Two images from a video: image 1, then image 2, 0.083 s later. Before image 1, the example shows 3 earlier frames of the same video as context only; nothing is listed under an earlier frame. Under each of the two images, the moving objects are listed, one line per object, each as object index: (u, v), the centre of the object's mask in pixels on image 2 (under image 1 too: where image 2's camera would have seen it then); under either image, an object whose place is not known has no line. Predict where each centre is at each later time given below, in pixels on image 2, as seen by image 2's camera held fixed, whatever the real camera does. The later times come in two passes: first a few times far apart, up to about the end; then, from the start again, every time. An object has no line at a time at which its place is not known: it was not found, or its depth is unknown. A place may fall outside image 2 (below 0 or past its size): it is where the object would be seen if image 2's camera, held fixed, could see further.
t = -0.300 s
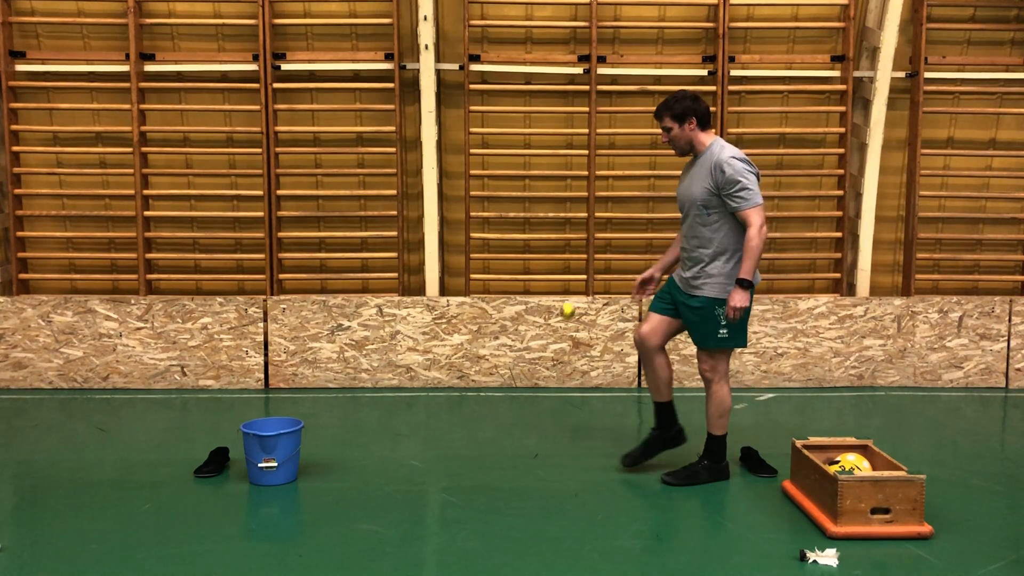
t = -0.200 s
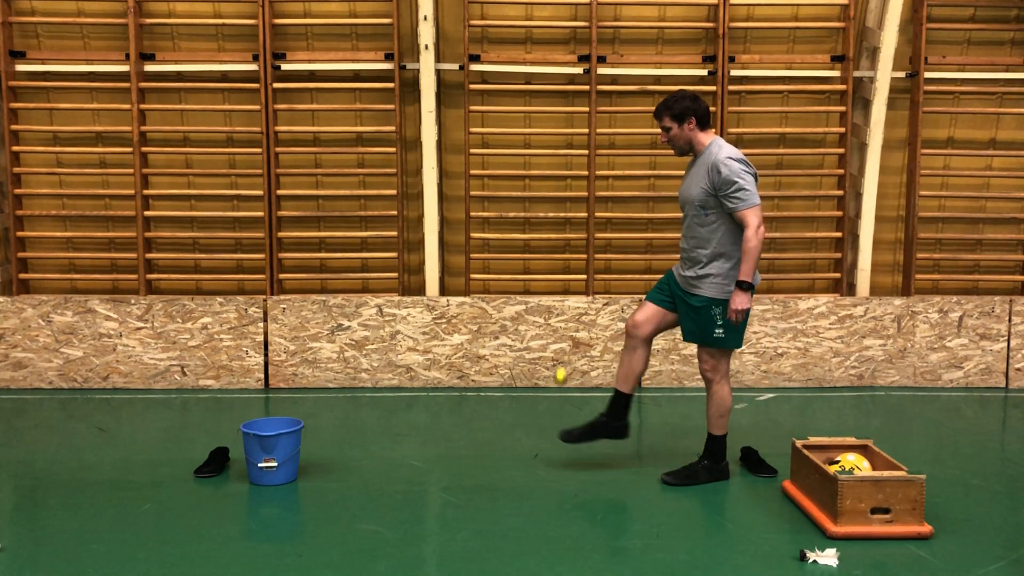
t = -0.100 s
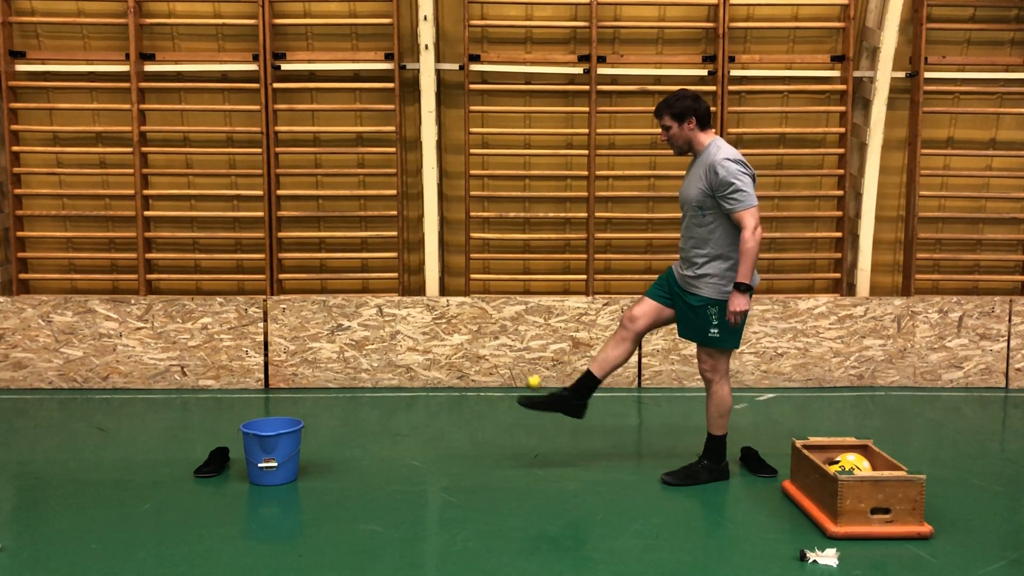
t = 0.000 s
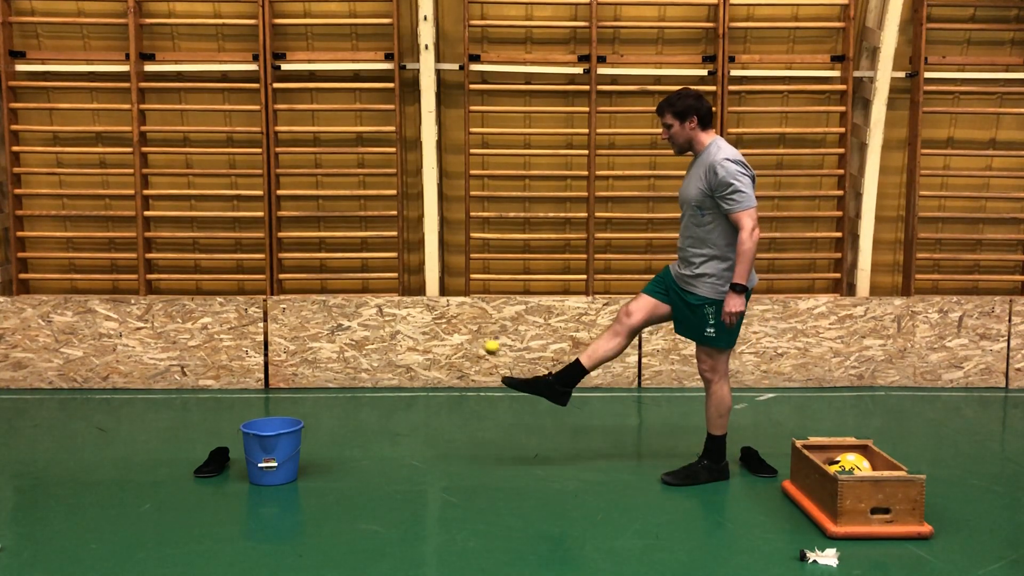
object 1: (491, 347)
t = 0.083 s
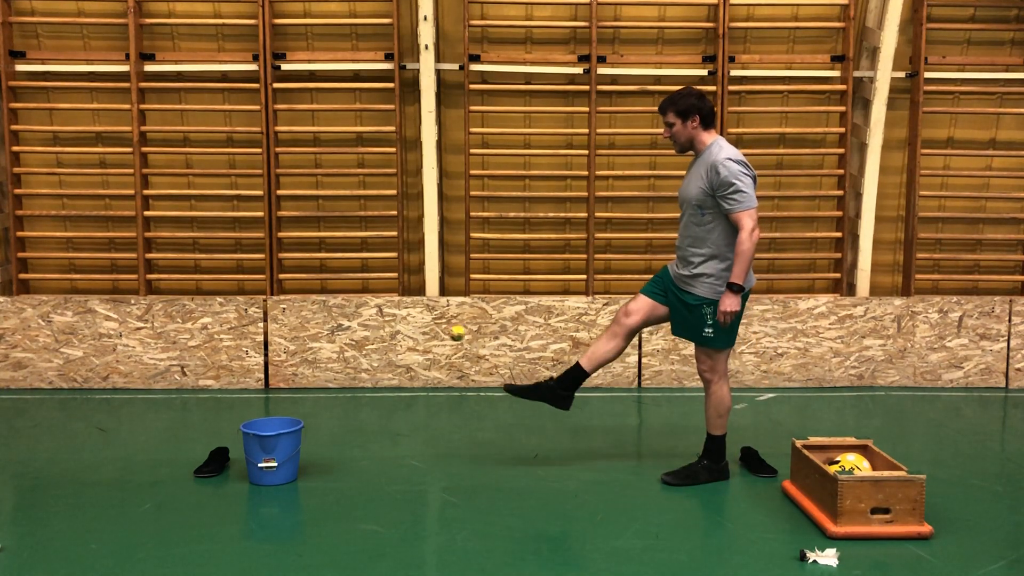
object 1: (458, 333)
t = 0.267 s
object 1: (381, 353)
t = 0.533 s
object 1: (336, 474)
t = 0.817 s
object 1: (412, 461)
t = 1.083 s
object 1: (483, 477)
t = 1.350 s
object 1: (557, 501)
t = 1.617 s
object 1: (631, 515)
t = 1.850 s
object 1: (699, 531)
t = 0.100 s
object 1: (450, 332)
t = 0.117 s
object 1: (442, 332)
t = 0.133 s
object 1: (435, 332)
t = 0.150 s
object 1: (428, 332)
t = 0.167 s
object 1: (421, 334)
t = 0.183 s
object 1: (414, 336)
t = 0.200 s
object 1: (408, 338)
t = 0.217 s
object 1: (401, 340)
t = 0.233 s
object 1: (395, 344)
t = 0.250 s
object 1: (387, 348)
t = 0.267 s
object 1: (381, 353)
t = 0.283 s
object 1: (373, 358)
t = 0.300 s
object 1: (367, 364)
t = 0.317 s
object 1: (360, 370)
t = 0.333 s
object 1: (353, 378)
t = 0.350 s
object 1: (346, 385)
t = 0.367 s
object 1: (339, 393)
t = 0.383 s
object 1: (332, 401)
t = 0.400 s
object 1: (325, 411)
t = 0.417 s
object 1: (318, 420)
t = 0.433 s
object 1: (312, 430)
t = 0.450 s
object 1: (315, 436)
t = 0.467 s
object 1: (319, 442)
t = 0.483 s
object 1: (324, 449)
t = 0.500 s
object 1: (327, 456)
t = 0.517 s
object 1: (332, 465)
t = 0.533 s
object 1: (336, 474)
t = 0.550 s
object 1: (341, 473)
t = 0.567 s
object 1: (345, 467)
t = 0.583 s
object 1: (349, 463)
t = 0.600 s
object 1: (354, 459)
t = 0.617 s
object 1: (358, 455)
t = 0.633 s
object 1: (363, 453)
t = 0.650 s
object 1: (367, 451)
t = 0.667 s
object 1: (371, 449)
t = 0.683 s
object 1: (376, 448)
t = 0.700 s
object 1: (380, 447)
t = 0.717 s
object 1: (385, 448)
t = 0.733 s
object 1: (389, 448)
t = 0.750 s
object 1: (394, 449)
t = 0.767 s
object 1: (398, 452)
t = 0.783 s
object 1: (403, 454)
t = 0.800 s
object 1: (407, 457)
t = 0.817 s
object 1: (412, 461)
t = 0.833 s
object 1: (417, 465)
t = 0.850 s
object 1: (421, 470)
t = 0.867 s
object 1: (426, 476)
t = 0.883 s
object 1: (431, 482)
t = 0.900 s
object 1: (435, 488)
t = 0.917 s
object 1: (440, 484)
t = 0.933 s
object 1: (444, 480)
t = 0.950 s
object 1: (448, 477)
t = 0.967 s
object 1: (452, 475)
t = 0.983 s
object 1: (457, 474)
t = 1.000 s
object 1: (461, 473)
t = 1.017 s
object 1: (466, 472)
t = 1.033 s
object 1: (470, 473)
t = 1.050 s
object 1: (474, 474)
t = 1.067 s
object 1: (479, 475)
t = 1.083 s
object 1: (483, 477)
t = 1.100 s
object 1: (488, 480)
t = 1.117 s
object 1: (493, 483)
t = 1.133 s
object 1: (498, 487)
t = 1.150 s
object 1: (502, 492)
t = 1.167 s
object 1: (506, 498)
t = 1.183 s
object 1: (511, 497)
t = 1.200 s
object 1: (515, 493)
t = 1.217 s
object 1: (520, 491)
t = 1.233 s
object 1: (525, 491)
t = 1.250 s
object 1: (529, 490)
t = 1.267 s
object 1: (533, 491)
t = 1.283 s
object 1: (538, 491)
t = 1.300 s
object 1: (543, 492)
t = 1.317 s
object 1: (547, 494)
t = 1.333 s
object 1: (552, 497)
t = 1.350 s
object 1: (557, 501)
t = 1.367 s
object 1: (561, 505)
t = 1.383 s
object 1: (566, 507)
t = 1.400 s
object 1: (570, 505)
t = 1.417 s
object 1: (575, 503)
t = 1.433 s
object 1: (580, 503)
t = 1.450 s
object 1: (584, 503)
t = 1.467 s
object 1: (589, 504)
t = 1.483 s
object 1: (594, 505)
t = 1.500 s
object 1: (598, 507)
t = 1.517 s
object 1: (603, 511)
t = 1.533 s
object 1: (607, 514)
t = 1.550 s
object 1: (612, 515)
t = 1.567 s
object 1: (617, 514)
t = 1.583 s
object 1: (622, 513)
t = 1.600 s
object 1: (626, 513)
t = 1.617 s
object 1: (631, 515)
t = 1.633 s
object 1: (636, 516)
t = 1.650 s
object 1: (641, 519)
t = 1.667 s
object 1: (646, 522)
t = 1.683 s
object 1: (650, 522)
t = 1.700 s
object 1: (656, 522)
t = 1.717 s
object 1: (660, 522)
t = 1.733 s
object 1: (665, 523)
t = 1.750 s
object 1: (670, 525)
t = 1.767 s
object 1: (675, 527)
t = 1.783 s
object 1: (680, 528)
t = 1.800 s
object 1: (684, 528)
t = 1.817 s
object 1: (689, 528)
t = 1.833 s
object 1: (694, 529)
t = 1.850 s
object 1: (699, 531)
